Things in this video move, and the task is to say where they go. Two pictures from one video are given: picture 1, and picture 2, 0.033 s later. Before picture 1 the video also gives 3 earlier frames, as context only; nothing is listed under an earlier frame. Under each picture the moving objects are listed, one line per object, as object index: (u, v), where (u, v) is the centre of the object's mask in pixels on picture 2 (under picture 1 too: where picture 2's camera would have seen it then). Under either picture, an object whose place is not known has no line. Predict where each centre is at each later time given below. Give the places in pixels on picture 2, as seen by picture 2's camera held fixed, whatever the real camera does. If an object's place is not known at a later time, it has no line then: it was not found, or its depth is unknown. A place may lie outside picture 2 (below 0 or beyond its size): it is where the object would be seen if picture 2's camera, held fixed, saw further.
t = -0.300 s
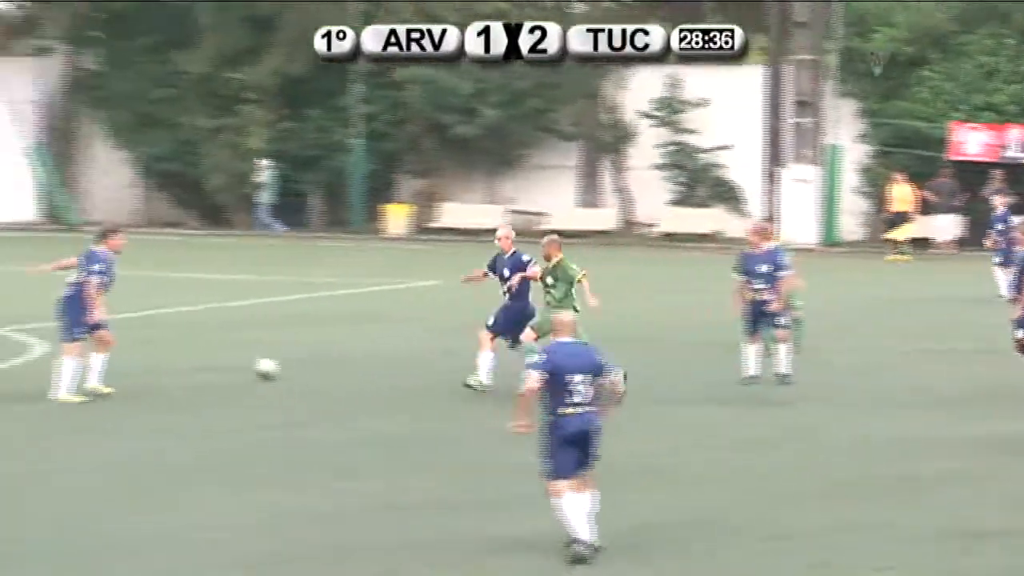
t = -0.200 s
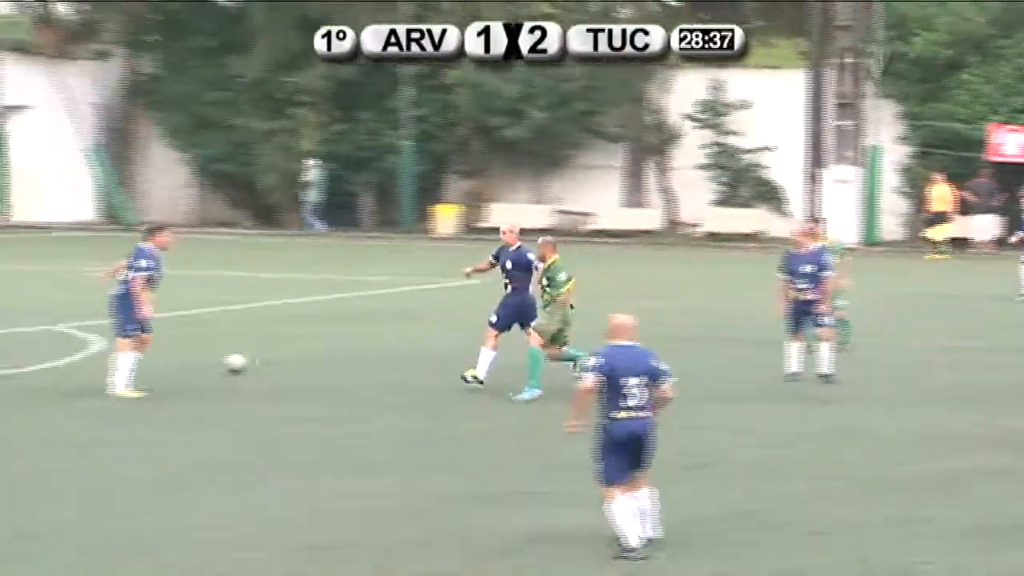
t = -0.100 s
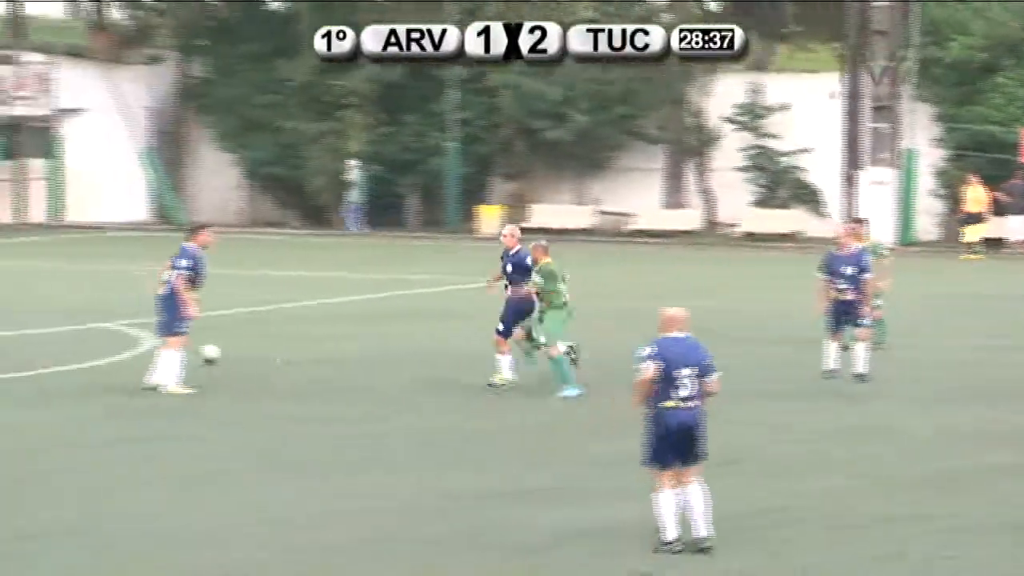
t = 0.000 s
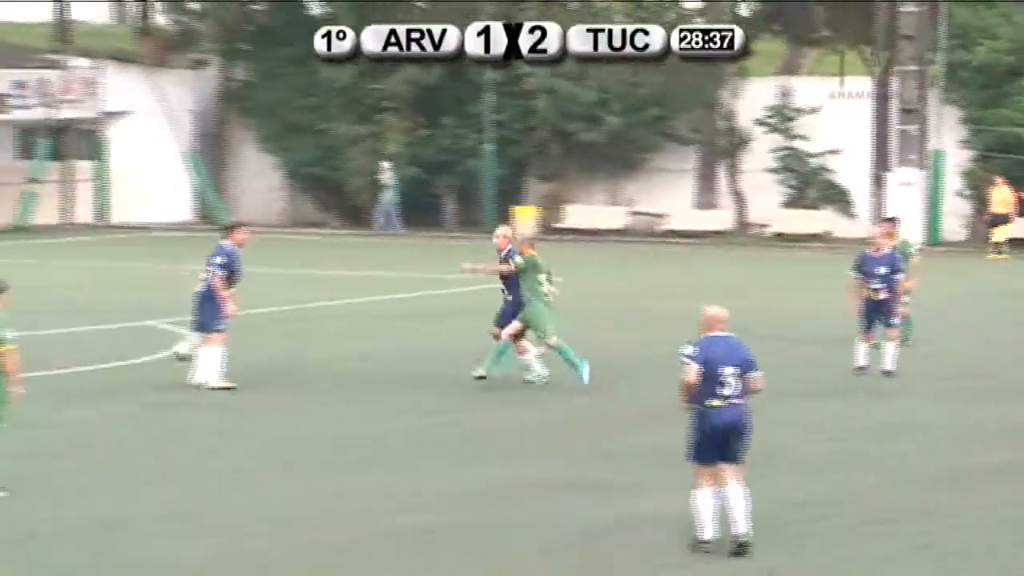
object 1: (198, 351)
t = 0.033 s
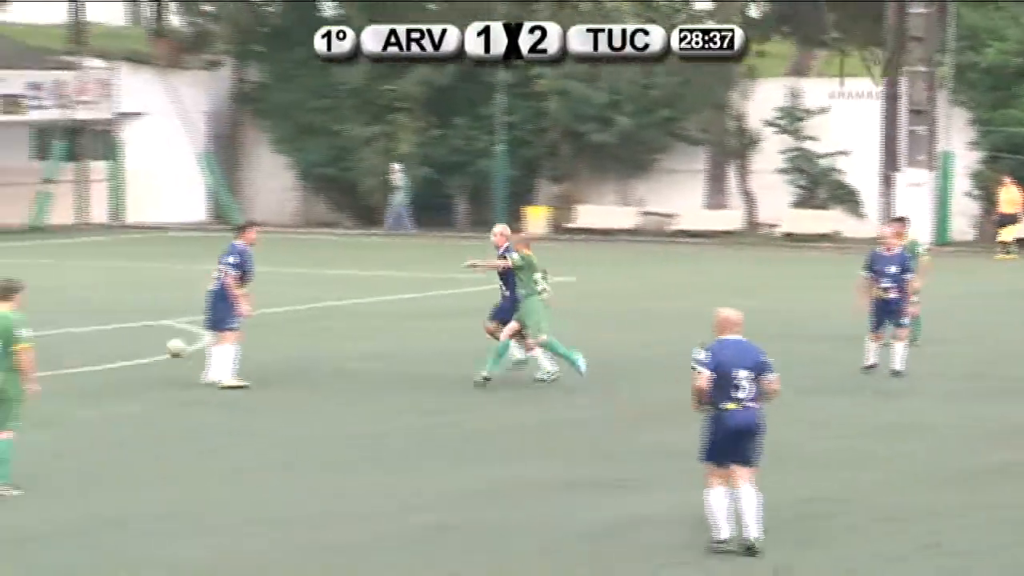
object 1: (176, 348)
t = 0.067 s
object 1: (152, 347)
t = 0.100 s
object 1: (131, 346)
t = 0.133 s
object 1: (110, 347)
